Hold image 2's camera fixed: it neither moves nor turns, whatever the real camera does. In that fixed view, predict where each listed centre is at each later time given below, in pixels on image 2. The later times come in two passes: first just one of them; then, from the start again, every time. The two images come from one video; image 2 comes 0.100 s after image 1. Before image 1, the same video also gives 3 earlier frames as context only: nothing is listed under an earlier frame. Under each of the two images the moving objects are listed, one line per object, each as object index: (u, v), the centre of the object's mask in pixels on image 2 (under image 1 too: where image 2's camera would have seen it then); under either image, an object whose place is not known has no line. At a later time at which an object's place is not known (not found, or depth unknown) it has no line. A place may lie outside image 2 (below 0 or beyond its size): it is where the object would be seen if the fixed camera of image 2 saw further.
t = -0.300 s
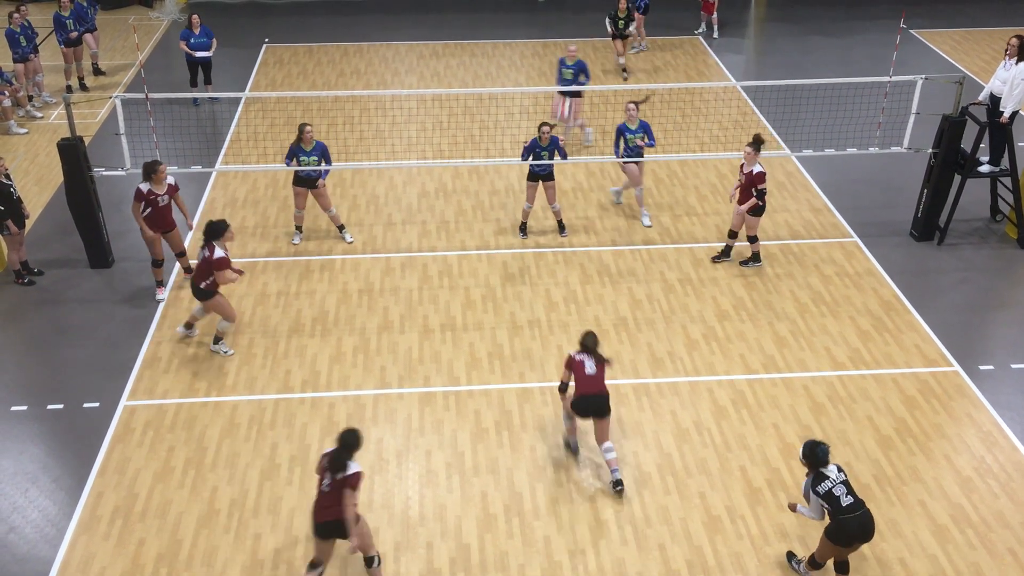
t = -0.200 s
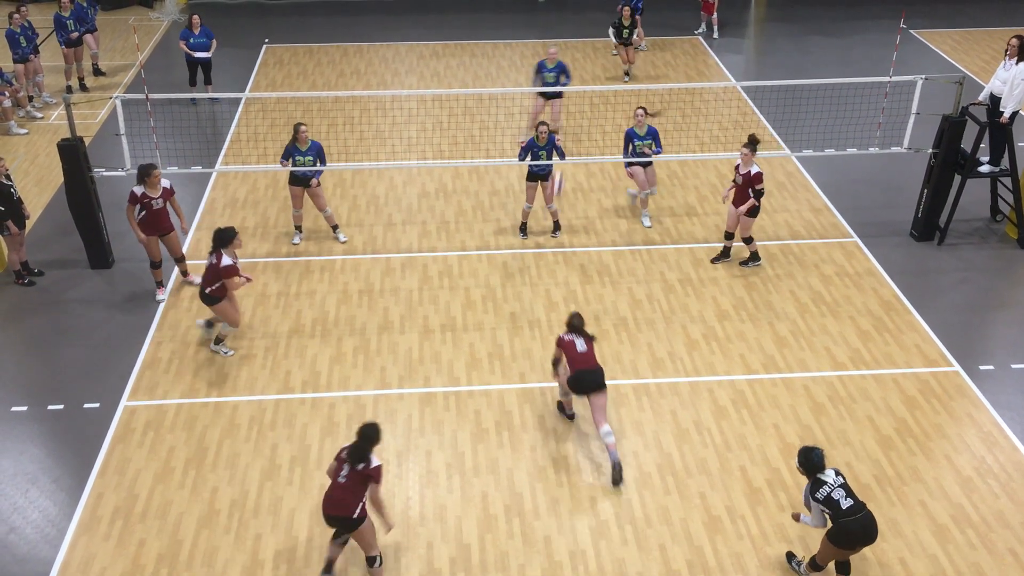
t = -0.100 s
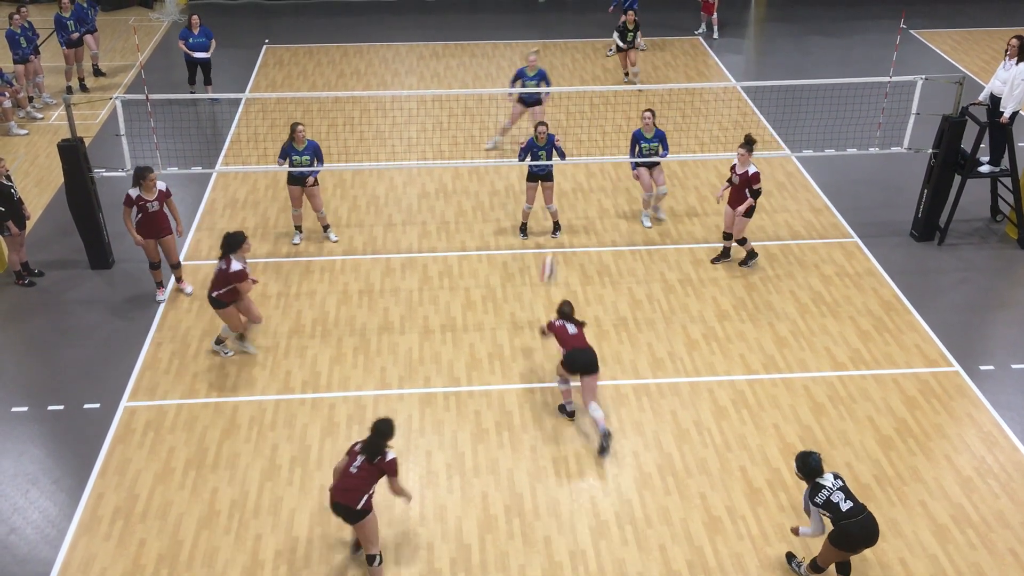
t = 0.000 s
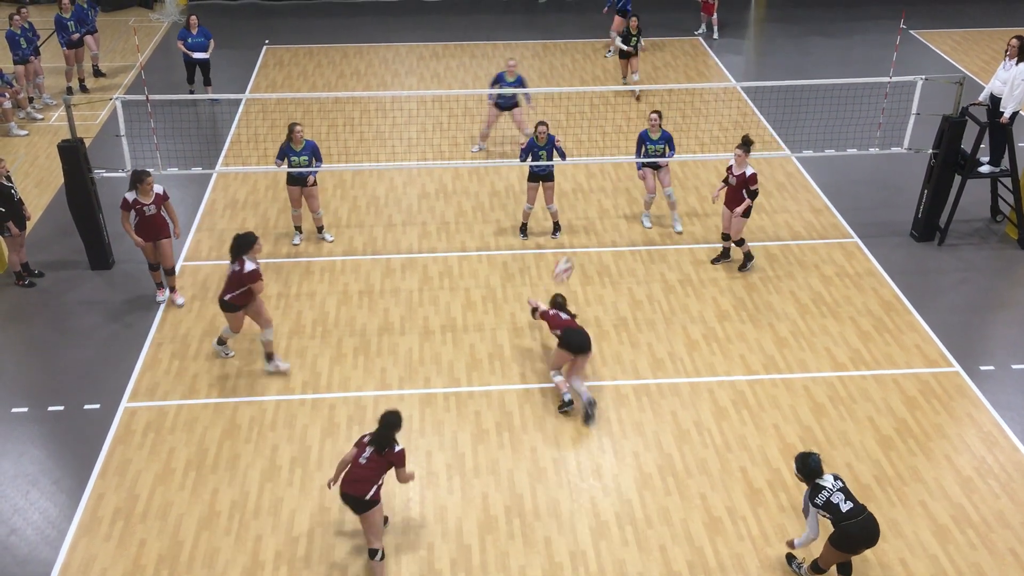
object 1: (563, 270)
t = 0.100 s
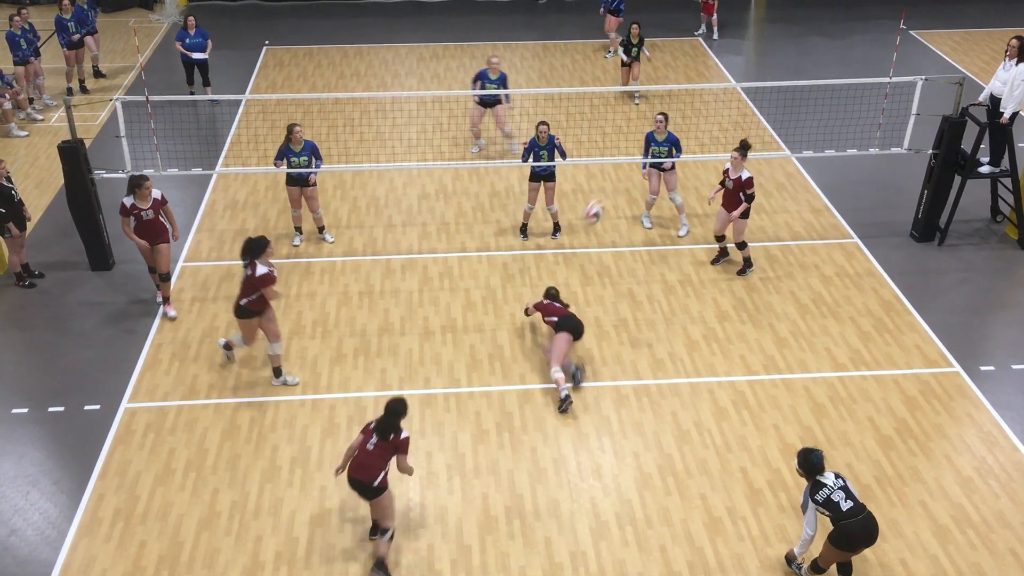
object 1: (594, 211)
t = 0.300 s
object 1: (651, 122)
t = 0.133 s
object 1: (603, 195)
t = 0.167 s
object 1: (614, 177)
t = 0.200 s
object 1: (622, 163)
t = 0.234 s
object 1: (633, 148)
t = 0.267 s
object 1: (643, 134)
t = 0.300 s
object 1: (651, 122)
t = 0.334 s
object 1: (661, 110)
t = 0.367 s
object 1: (671, 101)
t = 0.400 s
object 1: (681, 92)
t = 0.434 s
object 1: (690, 83)
